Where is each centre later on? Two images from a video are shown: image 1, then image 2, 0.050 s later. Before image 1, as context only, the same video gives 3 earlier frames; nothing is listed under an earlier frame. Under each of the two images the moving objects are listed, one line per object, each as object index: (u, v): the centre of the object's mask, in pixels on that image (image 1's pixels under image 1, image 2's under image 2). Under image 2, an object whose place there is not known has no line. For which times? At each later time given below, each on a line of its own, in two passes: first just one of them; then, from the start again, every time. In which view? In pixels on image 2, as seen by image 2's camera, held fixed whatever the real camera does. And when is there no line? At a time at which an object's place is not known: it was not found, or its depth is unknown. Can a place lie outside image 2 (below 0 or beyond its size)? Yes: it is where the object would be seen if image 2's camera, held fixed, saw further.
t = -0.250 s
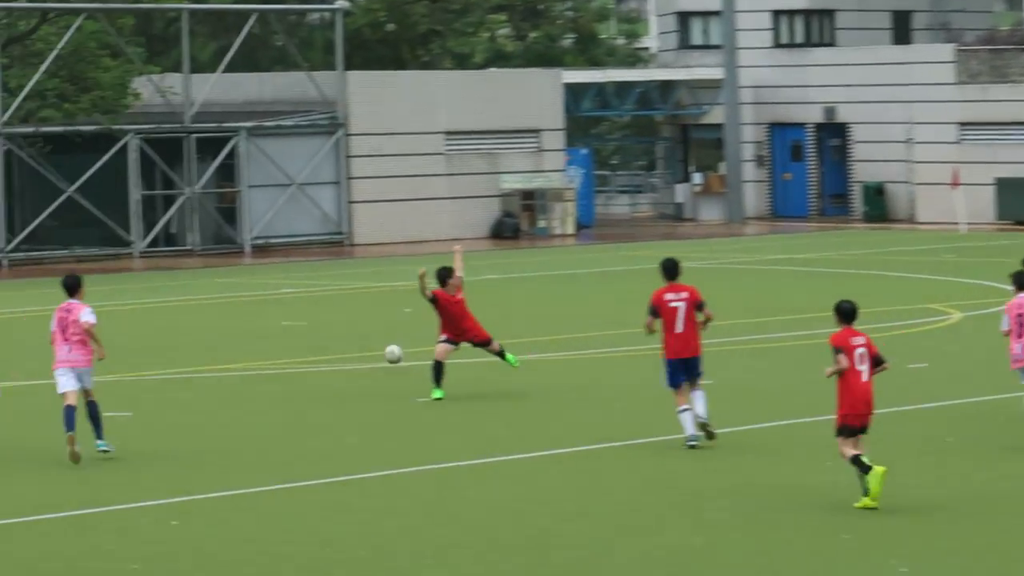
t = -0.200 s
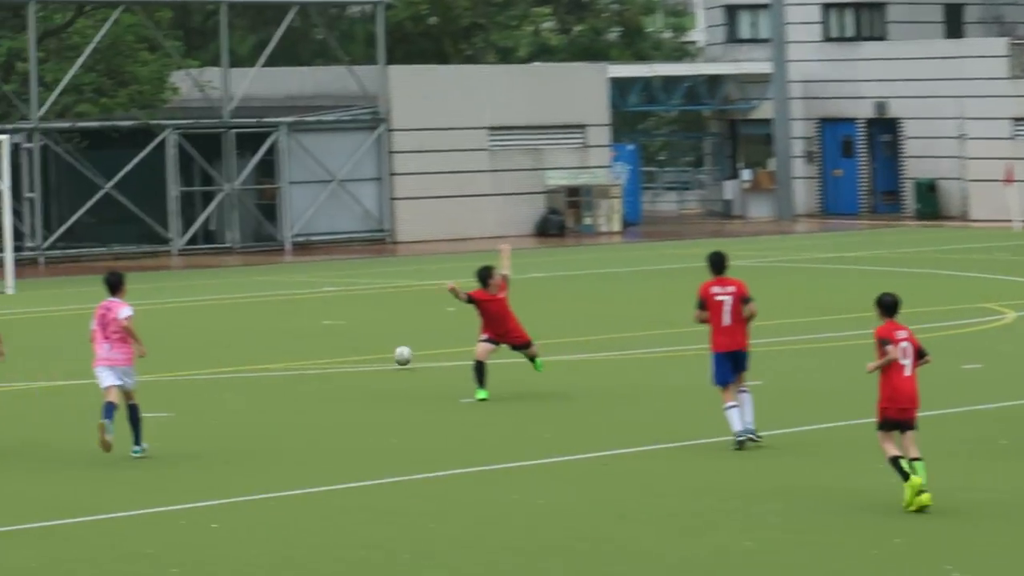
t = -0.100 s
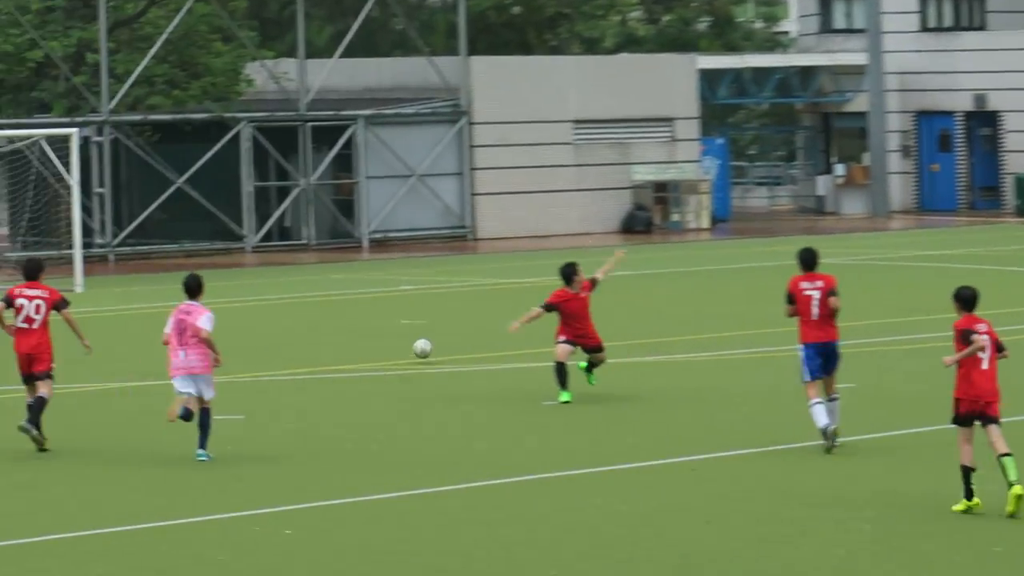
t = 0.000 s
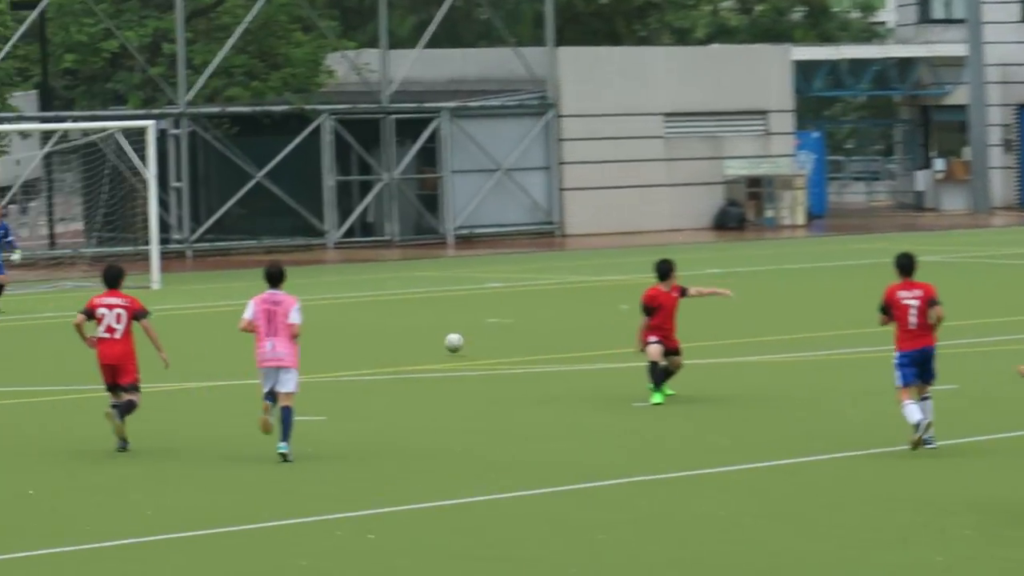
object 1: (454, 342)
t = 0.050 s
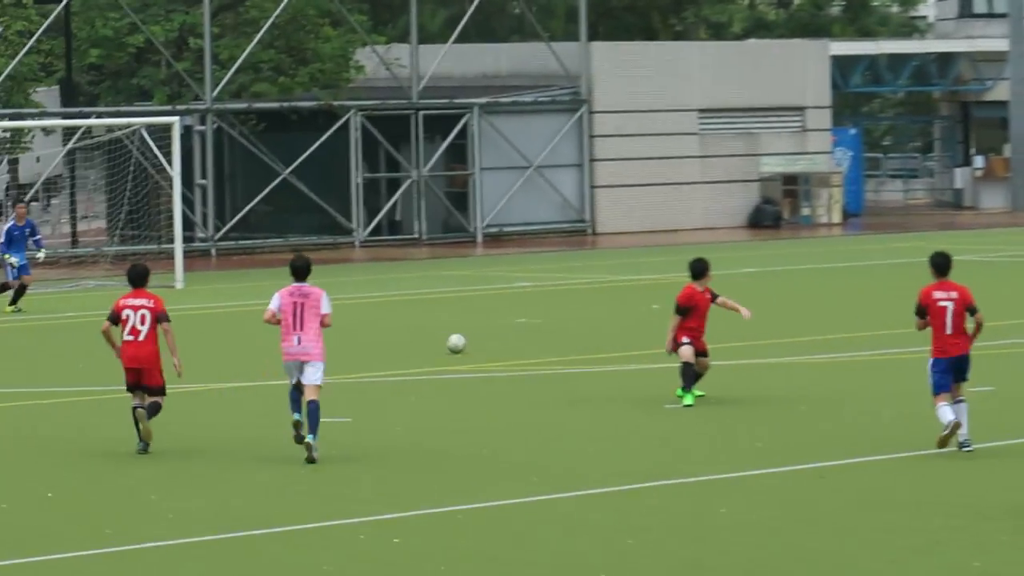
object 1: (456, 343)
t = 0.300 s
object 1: (353, 327)
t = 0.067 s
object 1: (449, 341)
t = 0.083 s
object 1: (441, 339)
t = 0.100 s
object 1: (433, 337)
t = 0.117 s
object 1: (426, 336)
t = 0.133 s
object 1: (419, 335)
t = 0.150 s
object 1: (411, 333)
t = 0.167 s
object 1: (404, 333)
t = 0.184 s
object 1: (397, 333)
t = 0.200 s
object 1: (390, 333)
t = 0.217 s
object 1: (383, 334)
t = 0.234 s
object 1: (377, 333)
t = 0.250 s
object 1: (371, 332)
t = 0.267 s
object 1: (365, 329)
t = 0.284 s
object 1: (359, 328)
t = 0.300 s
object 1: (353, 327)
